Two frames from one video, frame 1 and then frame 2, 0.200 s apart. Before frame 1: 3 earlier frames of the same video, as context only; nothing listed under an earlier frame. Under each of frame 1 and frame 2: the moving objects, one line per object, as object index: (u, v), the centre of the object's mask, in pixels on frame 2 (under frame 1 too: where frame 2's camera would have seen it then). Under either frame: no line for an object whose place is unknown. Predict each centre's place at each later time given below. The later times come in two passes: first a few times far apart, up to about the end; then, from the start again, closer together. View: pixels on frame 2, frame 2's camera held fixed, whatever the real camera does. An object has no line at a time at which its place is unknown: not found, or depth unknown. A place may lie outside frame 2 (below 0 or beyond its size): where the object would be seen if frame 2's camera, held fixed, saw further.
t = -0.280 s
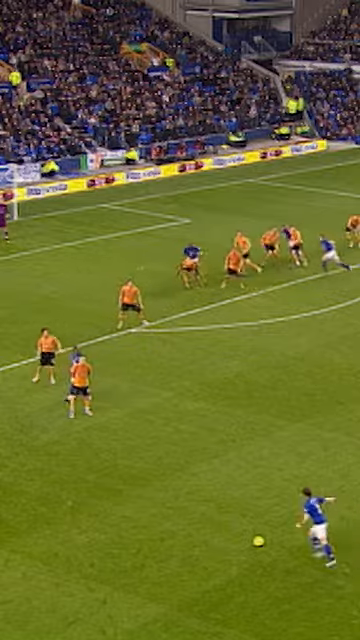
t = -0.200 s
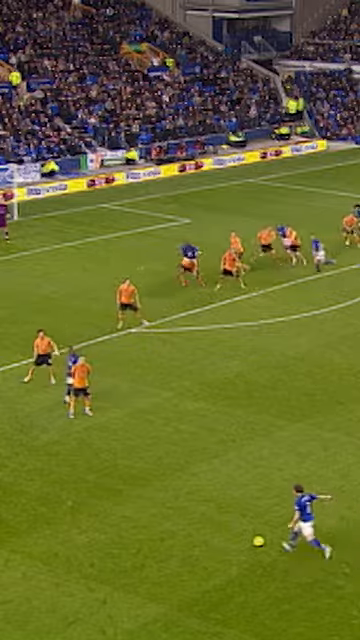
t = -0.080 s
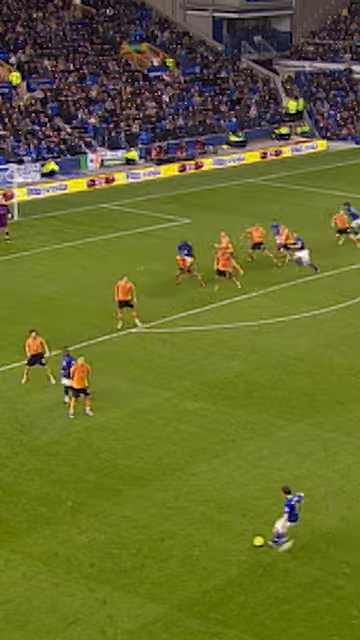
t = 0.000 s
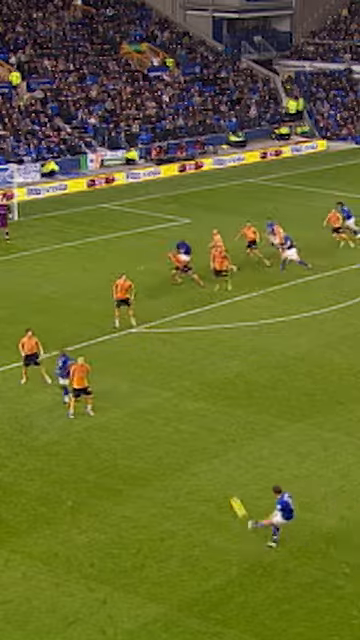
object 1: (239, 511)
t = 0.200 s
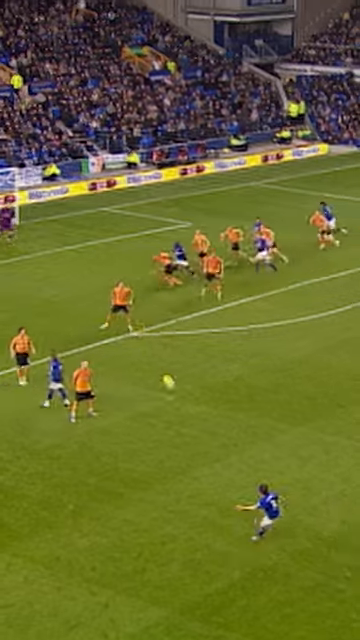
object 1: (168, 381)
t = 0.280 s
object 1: (148, 345)
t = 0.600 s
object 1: (99, 242)
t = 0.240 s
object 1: (158, 362)
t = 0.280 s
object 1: (148, 345)
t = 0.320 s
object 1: (140, 326)
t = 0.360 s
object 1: (133, 311)
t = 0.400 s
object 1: (126, 297)
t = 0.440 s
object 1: (120, 285)
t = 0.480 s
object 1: (114, 273)
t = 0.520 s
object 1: (108, 262)
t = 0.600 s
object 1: (99, 242)
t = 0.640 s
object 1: (96, 235)
